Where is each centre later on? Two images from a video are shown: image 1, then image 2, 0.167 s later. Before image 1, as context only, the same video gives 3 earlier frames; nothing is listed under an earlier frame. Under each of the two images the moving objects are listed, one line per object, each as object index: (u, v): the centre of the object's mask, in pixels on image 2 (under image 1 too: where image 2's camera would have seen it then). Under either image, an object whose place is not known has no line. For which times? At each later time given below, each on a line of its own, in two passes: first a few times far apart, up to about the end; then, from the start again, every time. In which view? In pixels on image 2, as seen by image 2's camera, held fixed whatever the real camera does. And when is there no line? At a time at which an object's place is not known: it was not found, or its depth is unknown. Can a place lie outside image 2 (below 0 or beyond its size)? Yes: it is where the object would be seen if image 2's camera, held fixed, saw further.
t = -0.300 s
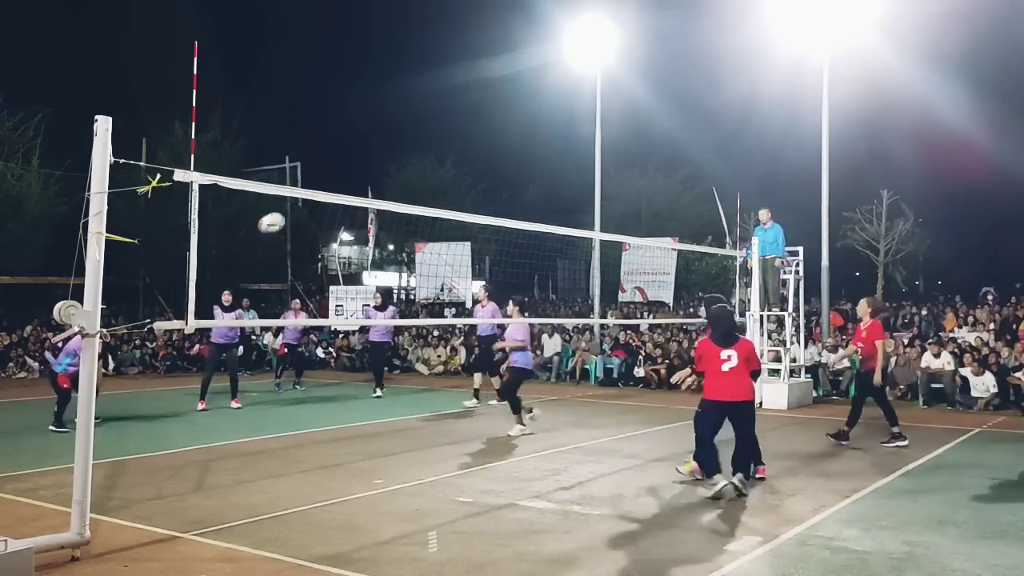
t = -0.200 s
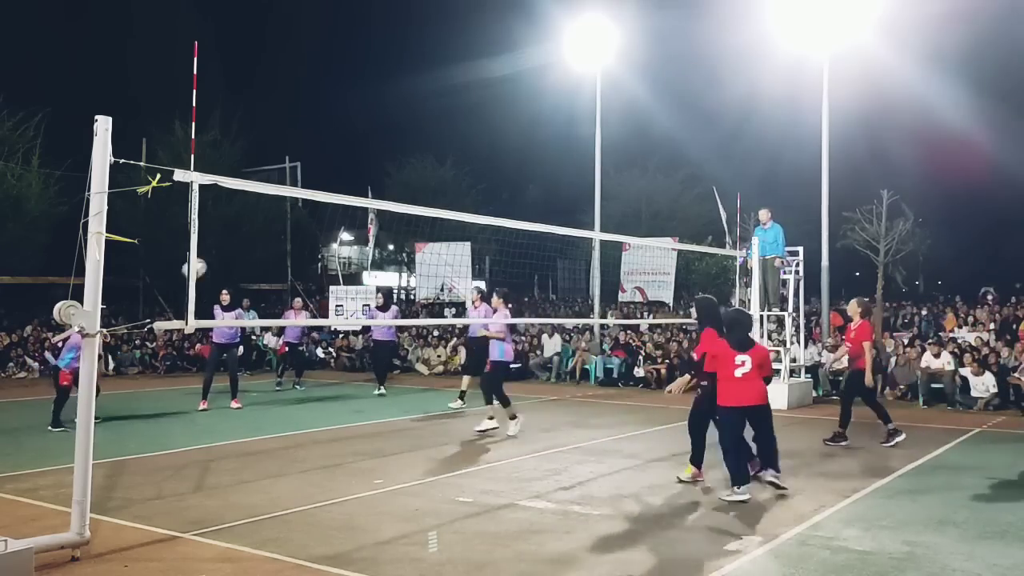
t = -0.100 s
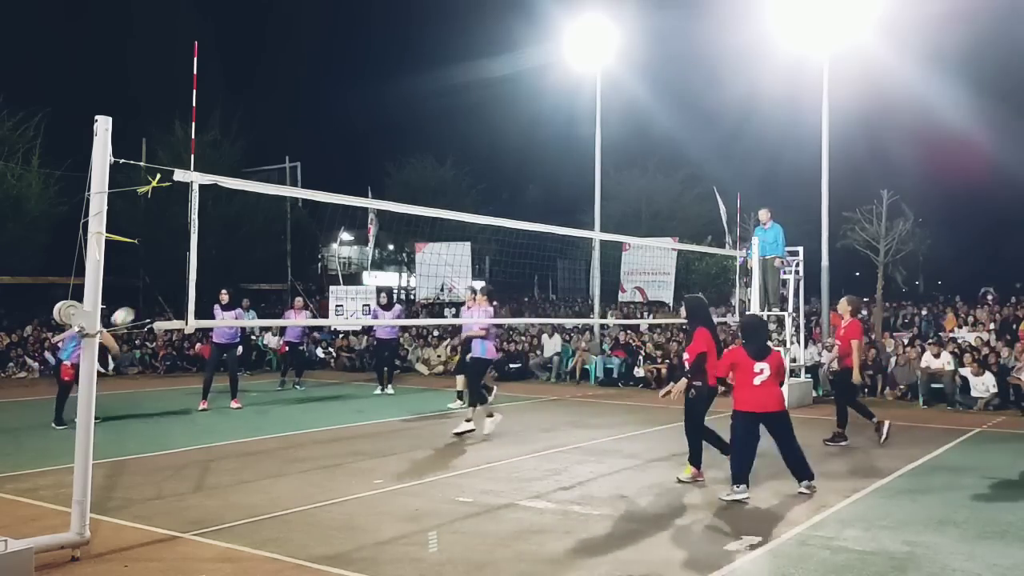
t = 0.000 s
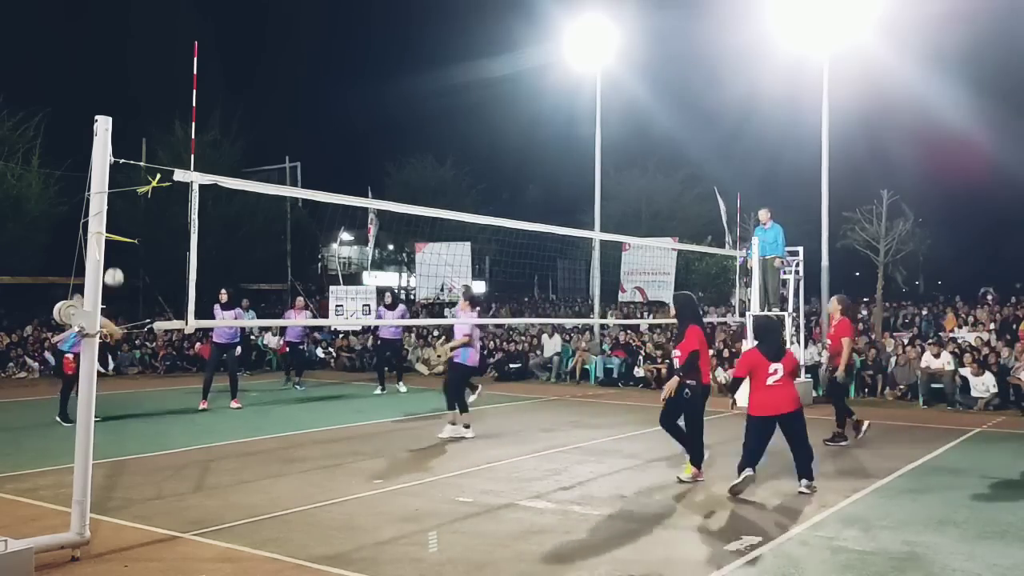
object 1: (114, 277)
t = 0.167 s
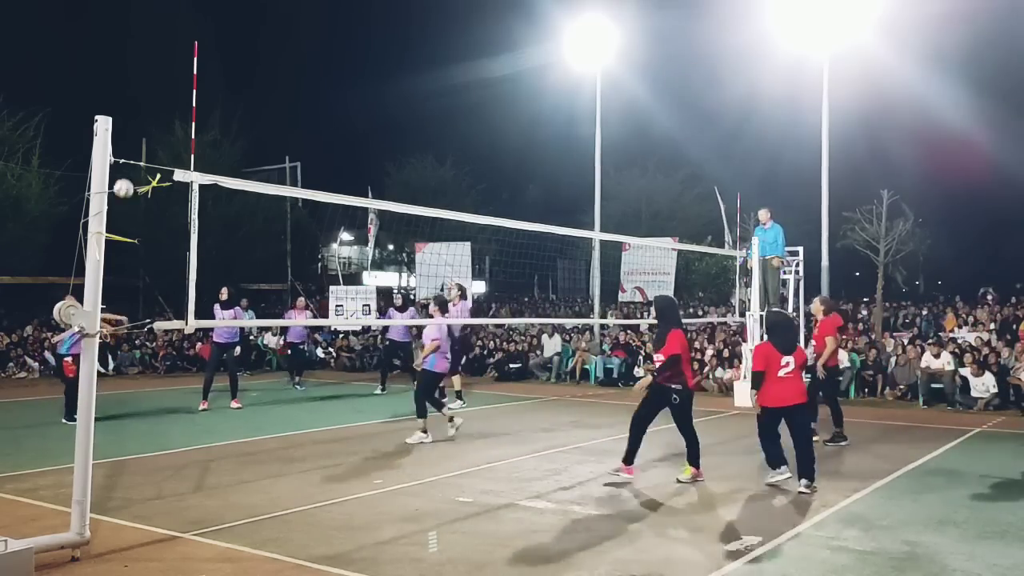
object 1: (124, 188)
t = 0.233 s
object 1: (126, 159)
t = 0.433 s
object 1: (136, 95)
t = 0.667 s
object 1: (145, 61)
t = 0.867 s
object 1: (153, 67)
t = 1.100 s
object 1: (162, 116)
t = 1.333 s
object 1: (173, 212)
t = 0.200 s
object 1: (125, 173)
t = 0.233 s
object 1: (126, 159)
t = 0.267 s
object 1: (128, 147)
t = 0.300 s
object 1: (130, 134)
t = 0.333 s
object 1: (132, 123)
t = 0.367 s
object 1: (133, 113)
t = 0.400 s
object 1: (135, 104)
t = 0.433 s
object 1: (136, 95)
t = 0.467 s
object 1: (137, 88)
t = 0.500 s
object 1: (138, 81)
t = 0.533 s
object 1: (140, 75)
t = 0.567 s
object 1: (142, 70)
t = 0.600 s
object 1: (143, 67)
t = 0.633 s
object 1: (144, 63)
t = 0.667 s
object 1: (145, 61)
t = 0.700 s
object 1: (146, 60)
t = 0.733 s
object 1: (148, 60)
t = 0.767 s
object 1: (149, 60)
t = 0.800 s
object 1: (150, 62)
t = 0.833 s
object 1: (152, 64)
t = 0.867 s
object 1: (153, 67)
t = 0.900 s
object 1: (154, 71)
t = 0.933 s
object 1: (155, 76)
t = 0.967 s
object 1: (157, 82)
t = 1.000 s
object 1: (158, 89)
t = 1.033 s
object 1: (159, 98)
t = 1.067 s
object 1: (160, 106)
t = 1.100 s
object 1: (162, 116)
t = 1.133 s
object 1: (163, 127)
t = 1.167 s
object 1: (164, 139)
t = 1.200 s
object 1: (166, 151)
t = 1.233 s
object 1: (166, 164)
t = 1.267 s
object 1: (164, 179)
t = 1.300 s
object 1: (170, 195)
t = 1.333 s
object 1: (173, 212)
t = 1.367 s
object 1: (172, 229)
